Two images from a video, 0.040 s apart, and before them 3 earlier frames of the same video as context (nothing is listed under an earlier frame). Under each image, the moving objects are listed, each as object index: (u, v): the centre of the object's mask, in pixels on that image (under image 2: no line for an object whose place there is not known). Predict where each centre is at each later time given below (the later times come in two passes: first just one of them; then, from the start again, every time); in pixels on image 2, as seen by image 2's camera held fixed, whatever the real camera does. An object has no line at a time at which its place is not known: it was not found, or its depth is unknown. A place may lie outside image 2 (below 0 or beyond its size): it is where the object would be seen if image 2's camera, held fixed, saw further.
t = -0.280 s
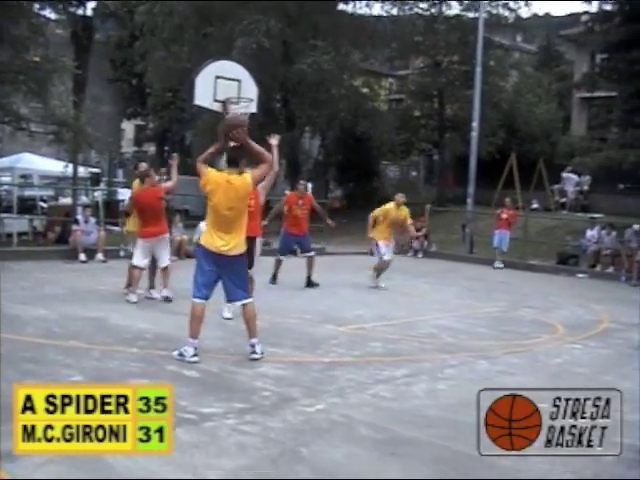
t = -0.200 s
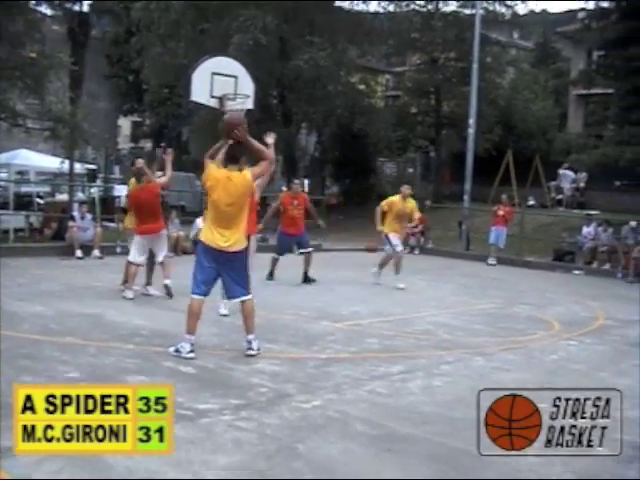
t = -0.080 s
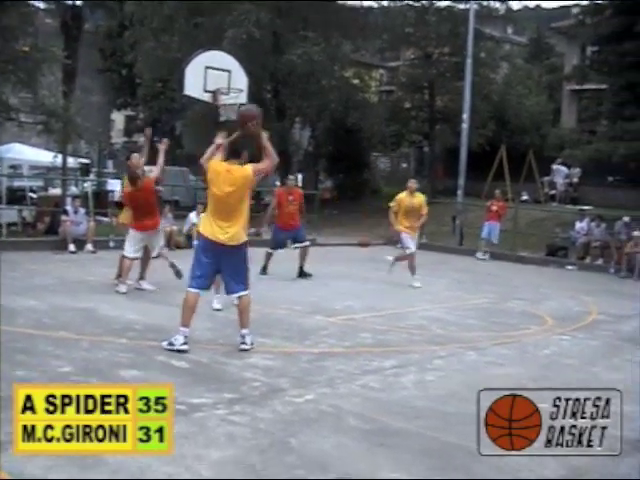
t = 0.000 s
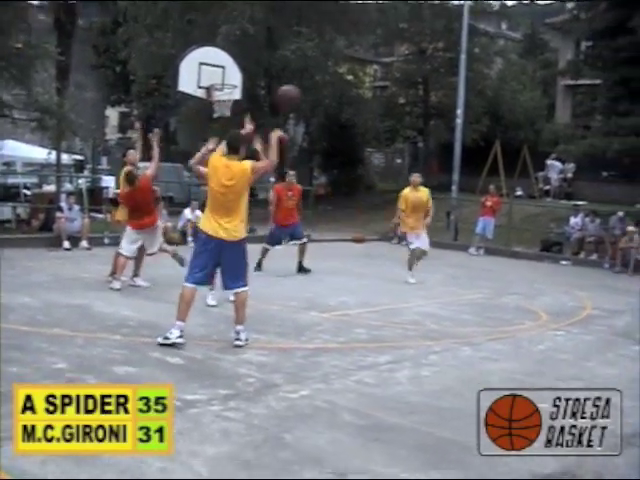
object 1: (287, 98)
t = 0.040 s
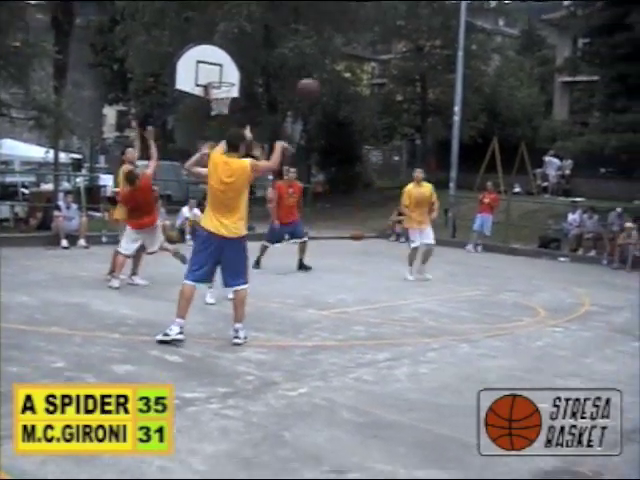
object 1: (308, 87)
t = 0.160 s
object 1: (366, 89)
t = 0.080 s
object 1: (327, 86)
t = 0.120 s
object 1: (347, 83)
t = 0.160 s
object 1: (366, 89)
